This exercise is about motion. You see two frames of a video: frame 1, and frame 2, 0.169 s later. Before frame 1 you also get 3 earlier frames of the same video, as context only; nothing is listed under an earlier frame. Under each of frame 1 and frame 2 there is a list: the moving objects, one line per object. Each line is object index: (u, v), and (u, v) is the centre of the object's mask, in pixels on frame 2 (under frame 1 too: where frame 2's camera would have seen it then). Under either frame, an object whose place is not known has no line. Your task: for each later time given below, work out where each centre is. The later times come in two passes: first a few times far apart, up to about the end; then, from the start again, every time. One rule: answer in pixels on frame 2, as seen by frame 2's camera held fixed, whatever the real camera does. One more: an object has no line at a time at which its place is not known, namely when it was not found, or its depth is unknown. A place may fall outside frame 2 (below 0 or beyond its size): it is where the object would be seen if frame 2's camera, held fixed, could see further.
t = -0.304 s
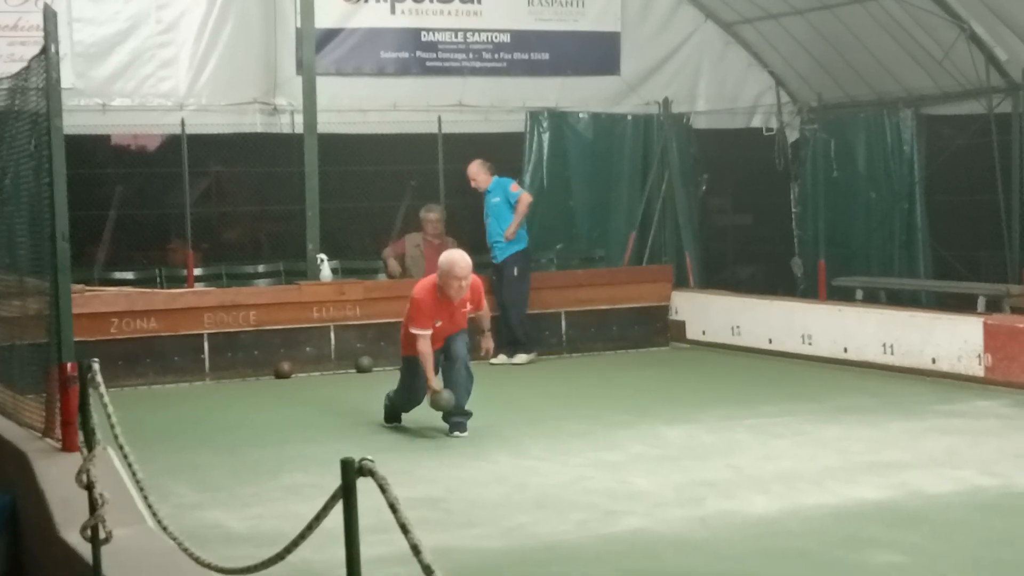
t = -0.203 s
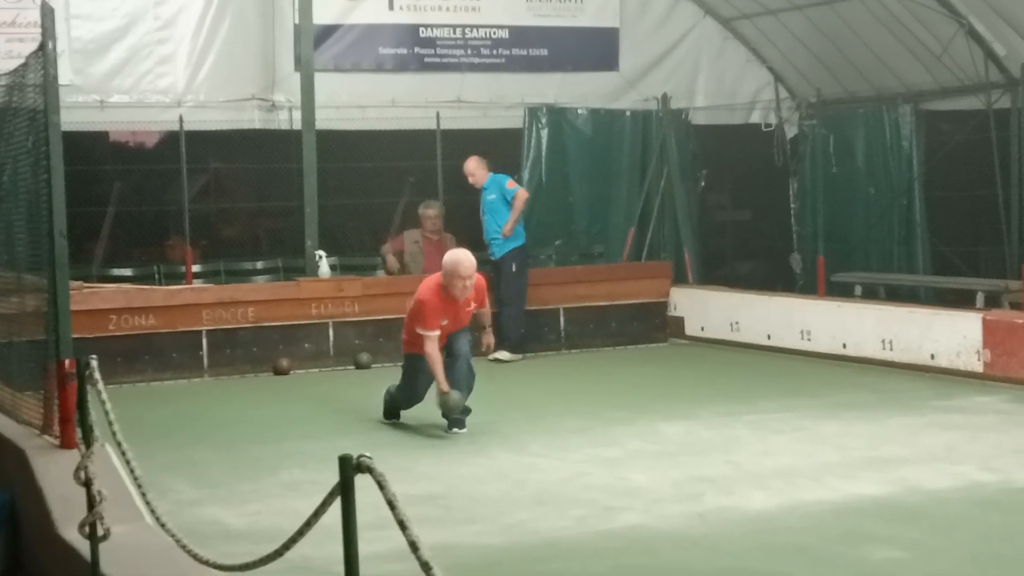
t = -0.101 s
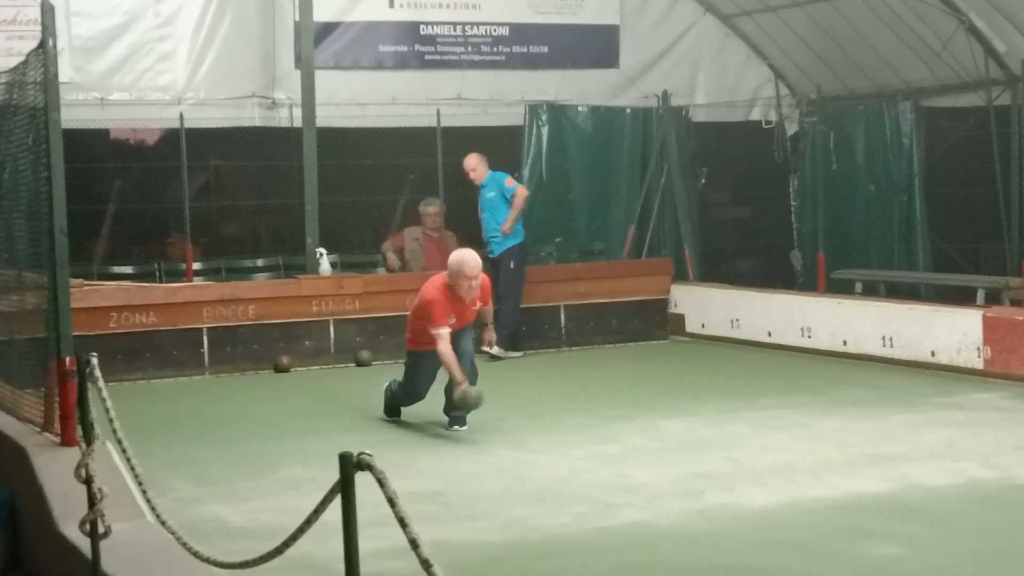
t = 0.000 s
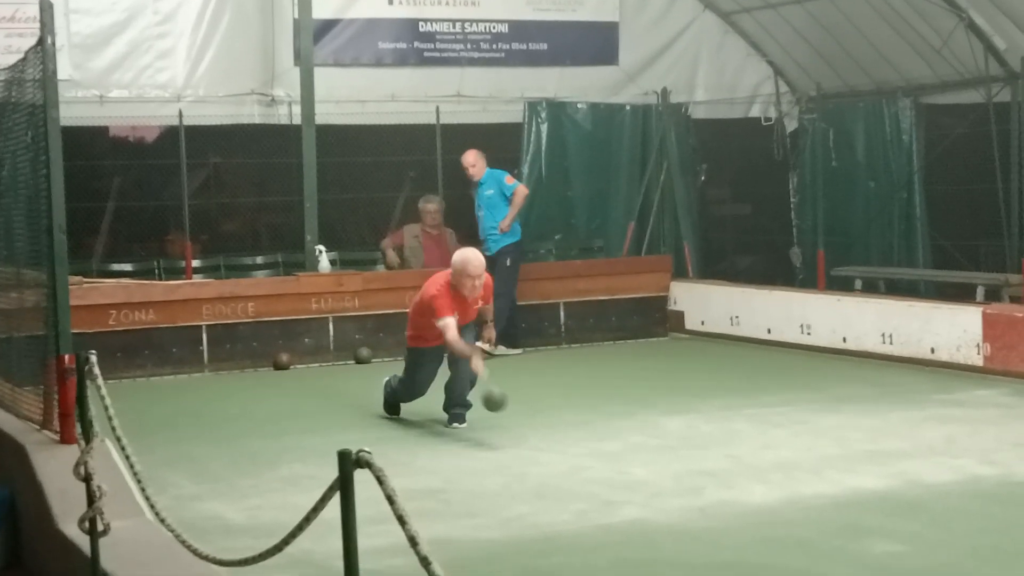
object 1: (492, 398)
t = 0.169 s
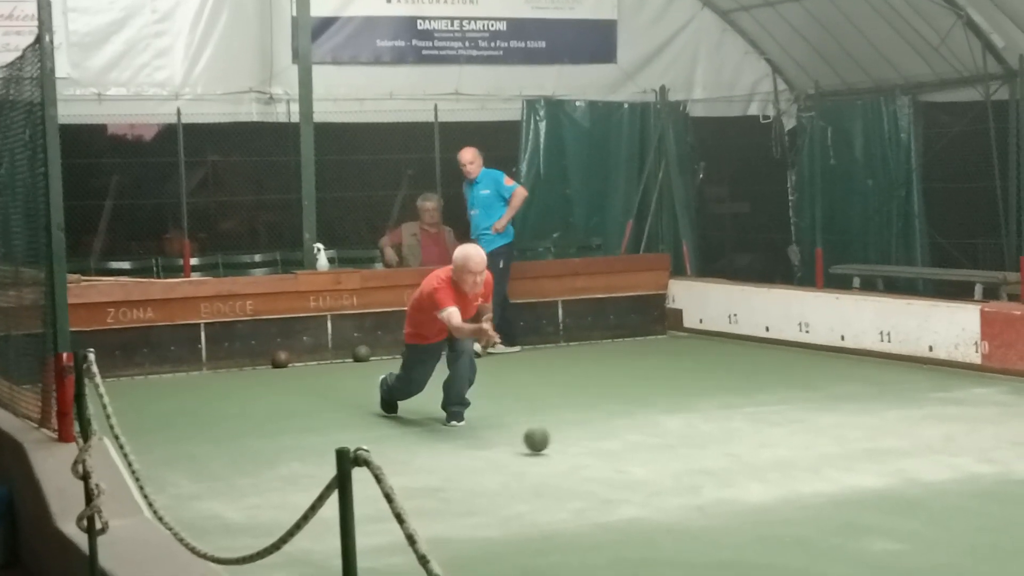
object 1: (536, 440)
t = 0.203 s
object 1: (543, 439)
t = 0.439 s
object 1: (597, 456)
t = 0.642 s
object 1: (646, 468)
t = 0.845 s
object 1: (701, 481)
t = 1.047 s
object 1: (760, 497)
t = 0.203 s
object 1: (543, 439)
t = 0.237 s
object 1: (549, 441)
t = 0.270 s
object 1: (557, 445)
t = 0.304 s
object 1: (565, 448)
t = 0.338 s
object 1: (573, 450)
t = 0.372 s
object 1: (581, 452)
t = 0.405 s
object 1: (588, 454)
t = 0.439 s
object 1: (597, 456)
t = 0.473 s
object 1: (605, 458)
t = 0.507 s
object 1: (613, 460)
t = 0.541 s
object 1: (621, 462)
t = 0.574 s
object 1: (629, 464)
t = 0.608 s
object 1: (638, 466)
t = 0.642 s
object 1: (646, 468)
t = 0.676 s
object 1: (655, 470)
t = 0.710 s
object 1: (664, 472)
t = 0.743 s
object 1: (673, 475)
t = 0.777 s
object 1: (682, 477)
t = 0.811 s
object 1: (691, 479)
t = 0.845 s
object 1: (701, 481)
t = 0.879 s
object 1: (710, 484)
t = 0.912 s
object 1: (720, 487)
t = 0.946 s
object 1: (729, 489)
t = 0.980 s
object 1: (739, 492)
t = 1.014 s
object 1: (750, 494)
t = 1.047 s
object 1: (760, 497)
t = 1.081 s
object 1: (770, 499)
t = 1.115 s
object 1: (781, 502)
